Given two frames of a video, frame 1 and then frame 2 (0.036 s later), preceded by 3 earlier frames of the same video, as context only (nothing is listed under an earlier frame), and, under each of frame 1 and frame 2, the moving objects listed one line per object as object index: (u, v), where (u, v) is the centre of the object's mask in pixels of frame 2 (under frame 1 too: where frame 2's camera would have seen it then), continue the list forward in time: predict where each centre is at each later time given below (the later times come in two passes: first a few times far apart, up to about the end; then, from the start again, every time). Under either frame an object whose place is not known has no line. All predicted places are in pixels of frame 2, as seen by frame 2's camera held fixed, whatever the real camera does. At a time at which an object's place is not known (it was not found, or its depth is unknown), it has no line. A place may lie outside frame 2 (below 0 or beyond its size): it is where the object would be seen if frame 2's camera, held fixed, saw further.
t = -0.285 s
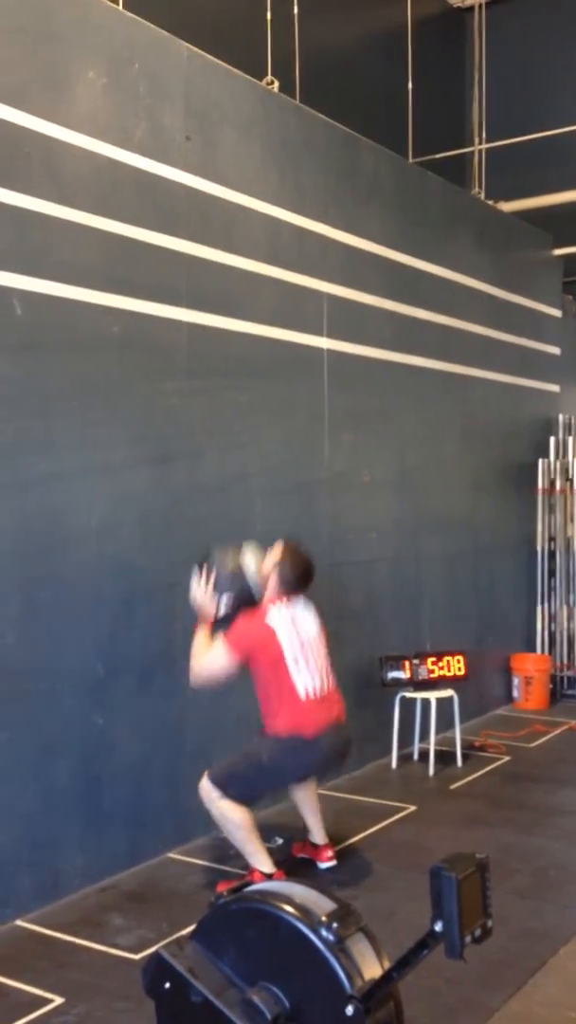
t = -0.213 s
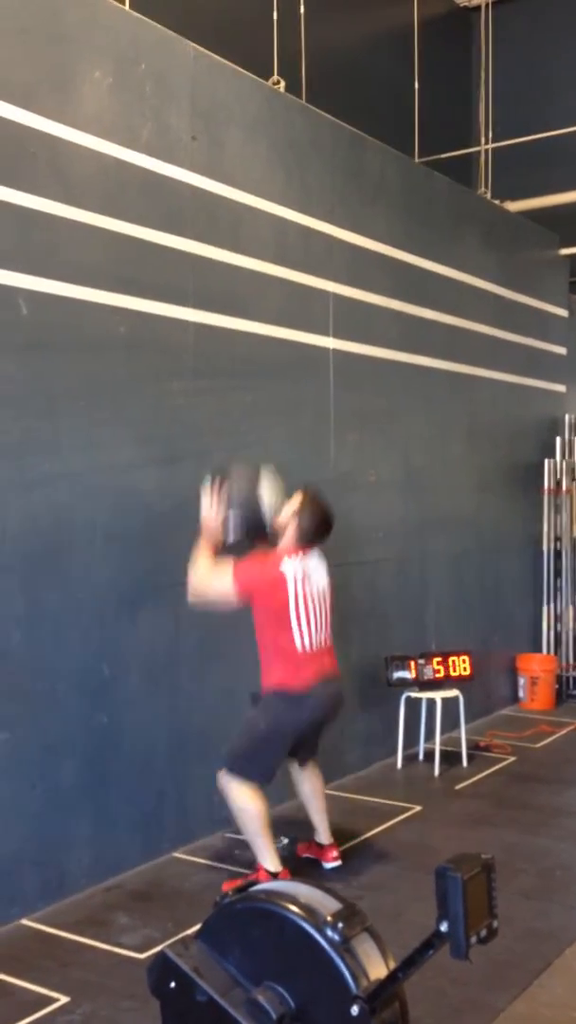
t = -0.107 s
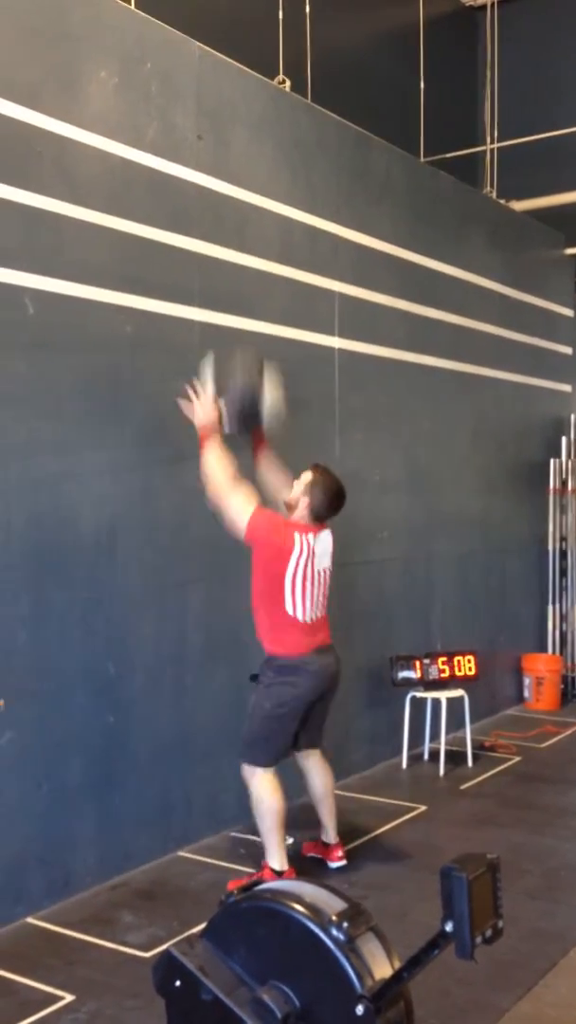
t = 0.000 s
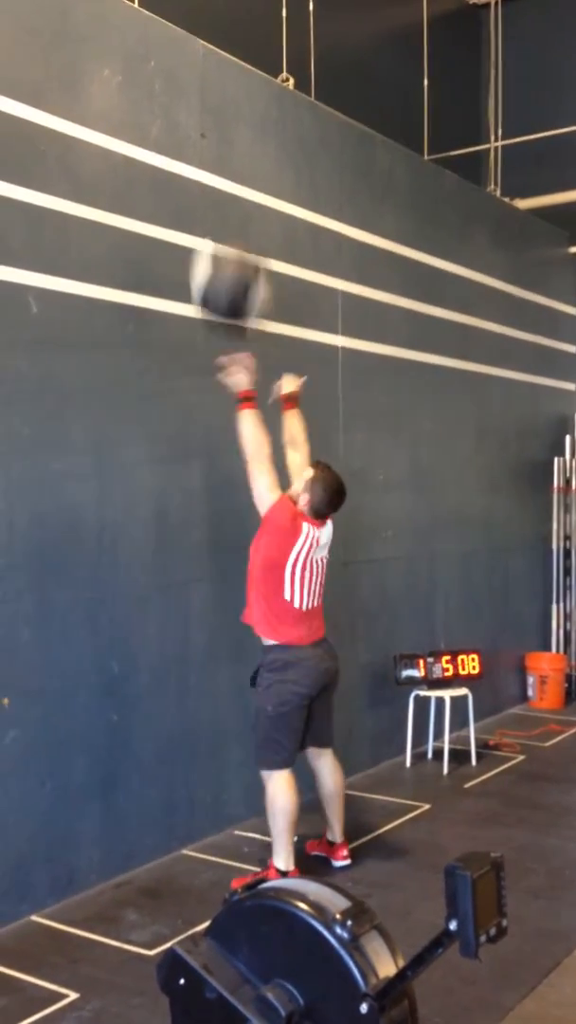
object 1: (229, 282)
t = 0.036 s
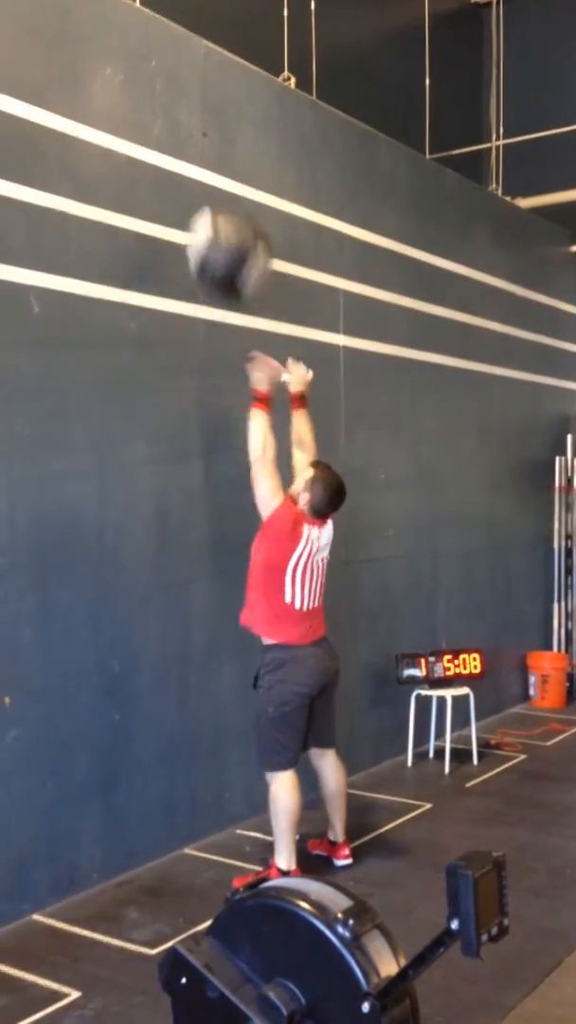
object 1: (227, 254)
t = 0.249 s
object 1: (200, 121)
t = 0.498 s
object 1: (204, 110)
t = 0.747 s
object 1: (216, 237)
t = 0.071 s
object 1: (222, 226)
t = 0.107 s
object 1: (219, 198)
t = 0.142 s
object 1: (215, 175)
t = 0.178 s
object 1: (210, 156)
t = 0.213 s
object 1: (205, 136)
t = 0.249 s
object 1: (200, 121)
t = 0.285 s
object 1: (196, 110)
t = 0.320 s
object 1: (194, 97)
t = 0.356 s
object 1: (195, 94)
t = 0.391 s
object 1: (197, 93)
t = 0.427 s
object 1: (199, 95)
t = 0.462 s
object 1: (202, 100)
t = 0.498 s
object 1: (204, 110)
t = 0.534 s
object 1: (205, 120)
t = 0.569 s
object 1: (207, 133)
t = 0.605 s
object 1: (209, 149)
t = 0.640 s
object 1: (211, 166)
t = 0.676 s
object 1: (213, 186)
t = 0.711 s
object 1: (214, 213)
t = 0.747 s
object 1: (216, 237)
